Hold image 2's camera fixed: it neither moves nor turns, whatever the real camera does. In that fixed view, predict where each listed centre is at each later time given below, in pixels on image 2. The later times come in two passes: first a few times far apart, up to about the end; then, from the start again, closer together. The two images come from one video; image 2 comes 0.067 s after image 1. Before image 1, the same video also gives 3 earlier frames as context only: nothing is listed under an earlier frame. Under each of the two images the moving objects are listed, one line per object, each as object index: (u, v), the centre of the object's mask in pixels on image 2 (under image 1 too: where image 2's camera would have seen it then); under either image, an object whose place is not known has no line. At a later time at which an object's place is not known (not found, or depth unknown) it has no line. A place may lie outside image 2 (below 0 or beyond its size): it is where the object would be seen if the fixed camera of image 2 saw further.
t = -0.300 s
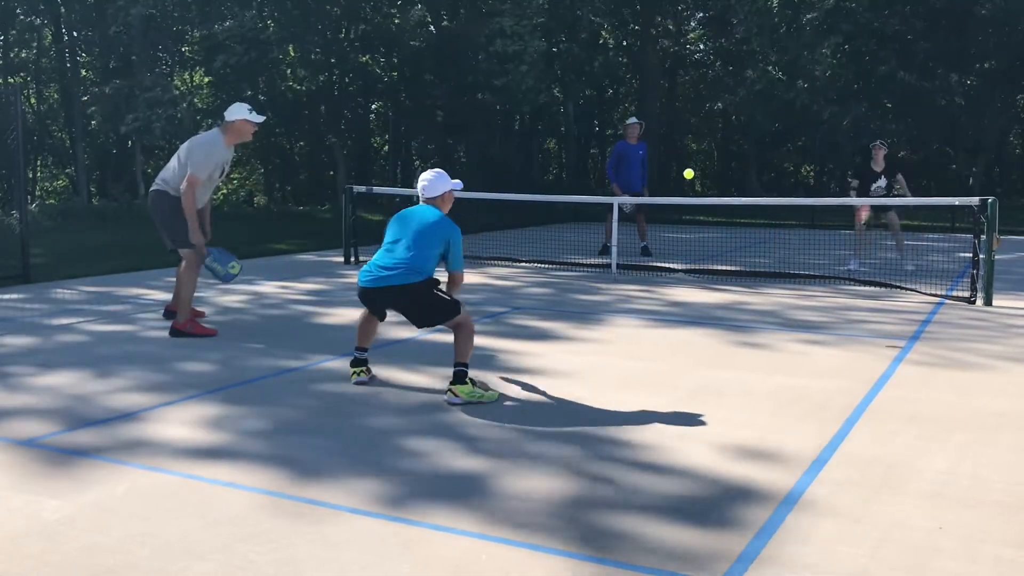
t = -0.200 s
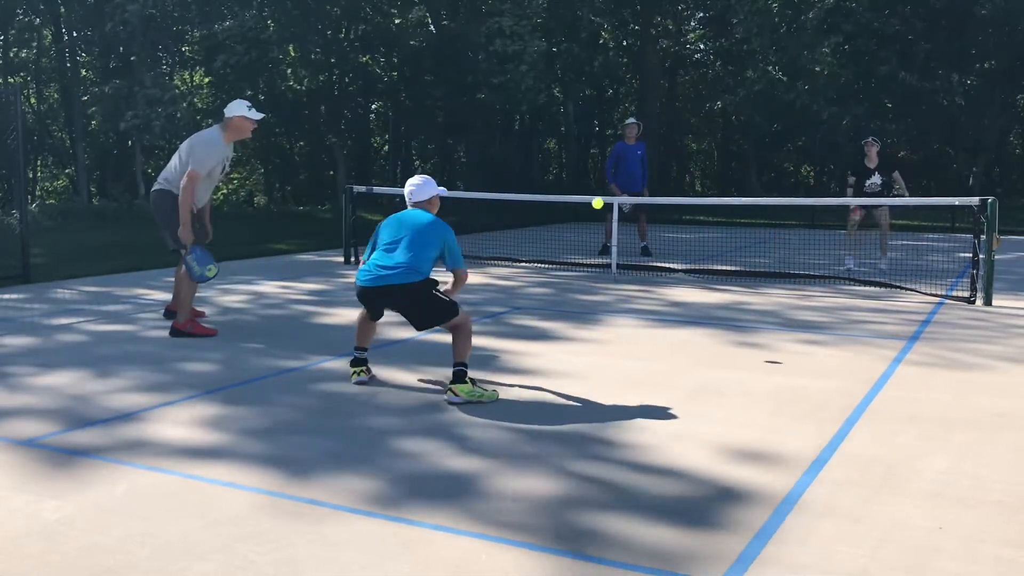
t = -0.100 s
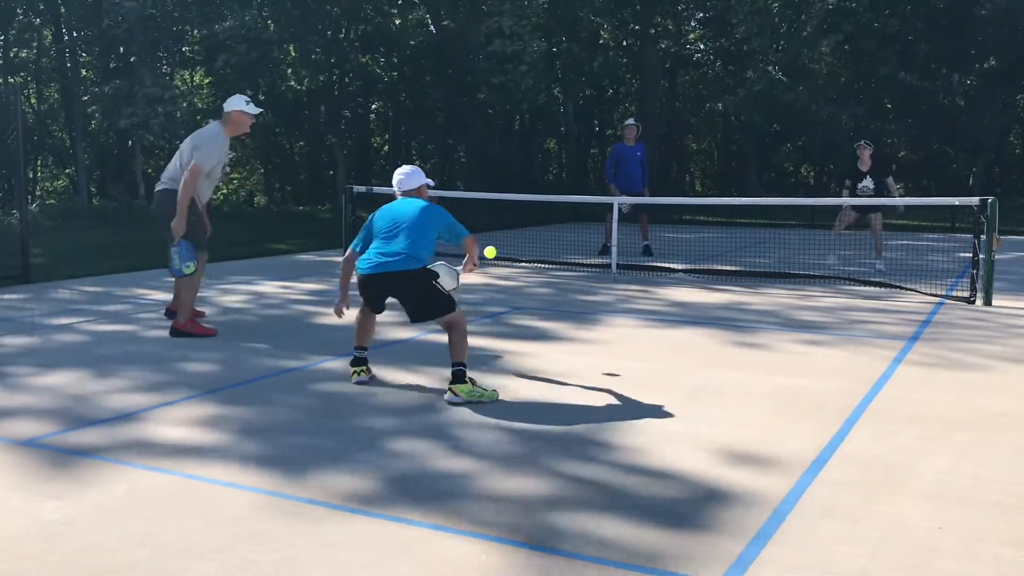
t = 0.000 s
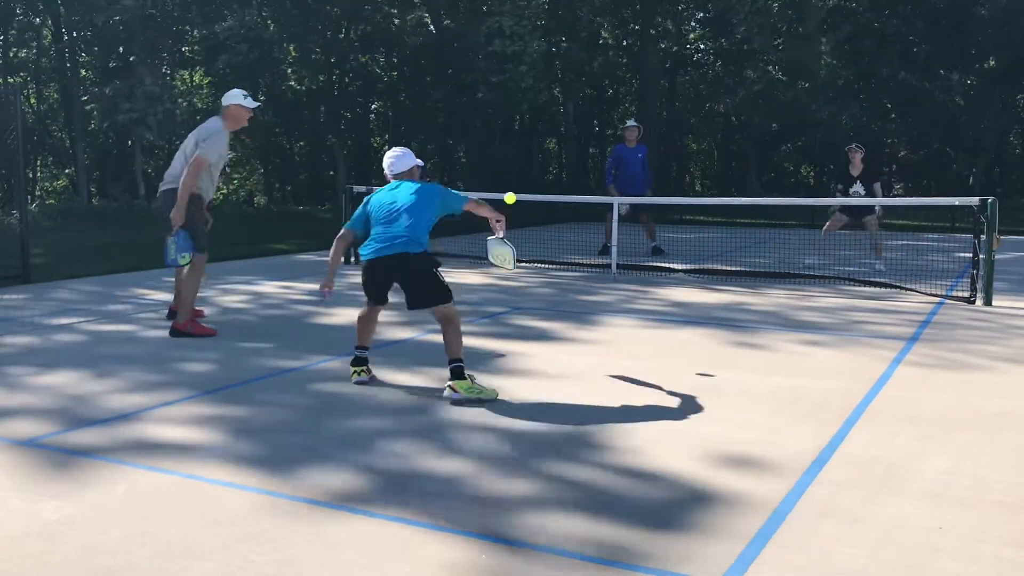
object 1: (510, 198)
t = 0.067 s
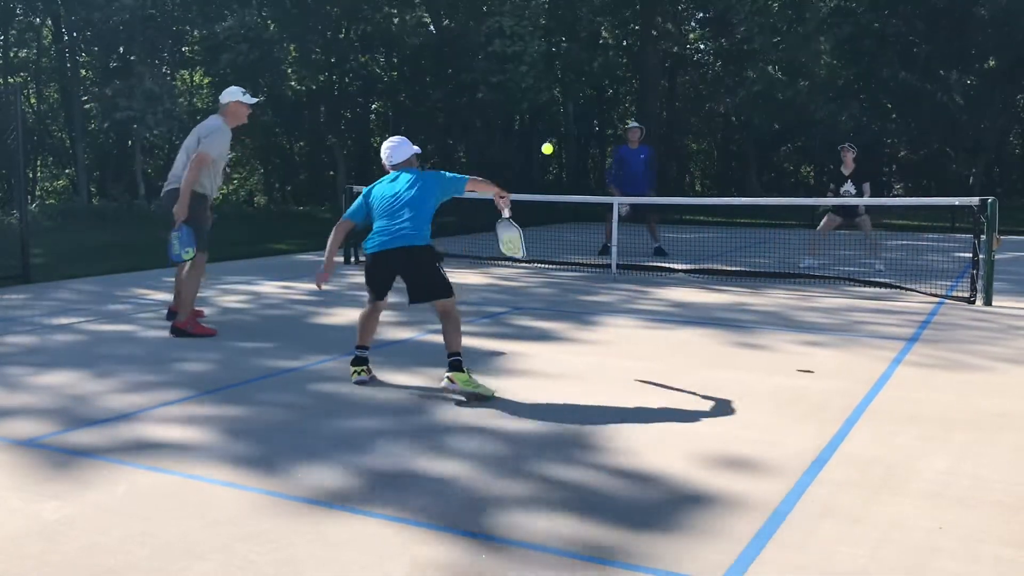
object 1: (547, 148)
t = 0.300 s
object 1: (637, 54)
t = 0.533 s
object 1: (684, 41)
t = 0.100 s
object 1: (563, 128)
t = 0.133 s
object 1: (578, 110)
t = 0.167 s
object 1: (592, 95)
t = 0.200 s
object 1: (605, 82)
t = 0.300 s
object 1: (637, 54)
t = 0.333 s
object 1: (645, 48)
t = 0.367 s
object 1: (653, 44)
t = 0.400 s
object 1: (661, 40)
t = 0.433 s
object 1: (667, 39)
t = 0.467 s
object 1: (673, 39)
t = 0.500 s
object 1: (679, 39)
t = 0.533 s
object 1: (684, 41)
